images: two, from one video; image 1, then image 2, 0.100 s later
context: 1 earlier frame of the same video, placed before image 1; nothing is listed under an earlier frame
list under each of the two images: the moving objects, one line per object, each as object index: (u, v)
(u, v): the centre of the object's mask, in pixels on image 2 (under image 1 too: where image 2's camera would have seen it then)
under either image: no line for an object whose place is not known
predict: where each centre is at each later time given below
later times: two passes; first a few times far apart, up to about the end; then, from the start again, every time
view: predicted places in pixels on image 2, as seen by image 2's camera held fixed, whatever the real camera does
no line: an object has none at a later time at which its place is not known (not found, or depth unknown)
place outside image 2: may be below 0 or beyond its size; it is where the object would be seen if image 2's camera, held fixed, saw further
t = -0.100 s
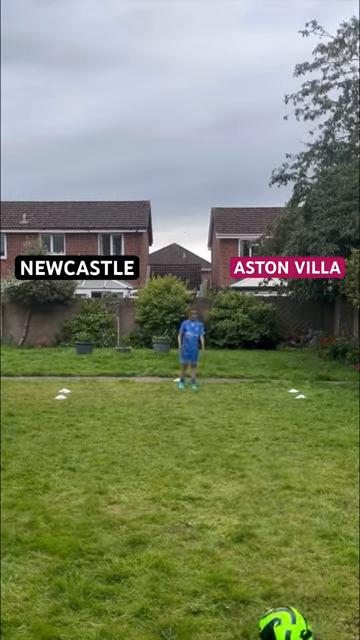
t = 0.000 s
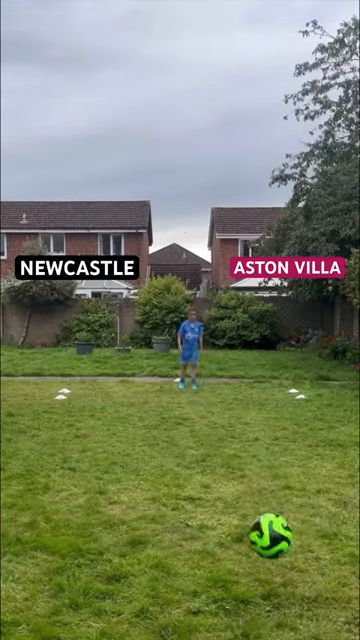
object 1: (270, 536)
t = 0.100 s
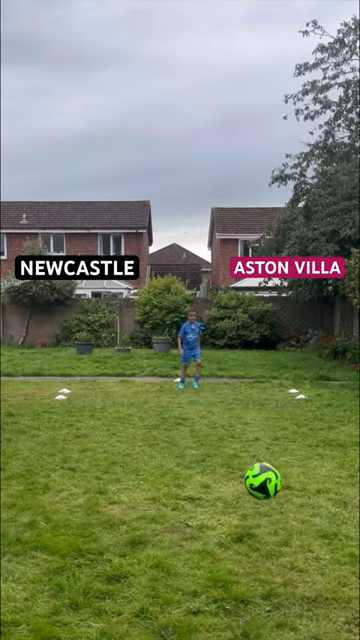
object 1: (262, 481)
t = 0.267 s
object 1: (254, 454)
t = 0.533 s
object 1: (245, 424)
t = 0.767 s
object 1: (240, 417)
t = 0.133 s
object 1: (261, 471)
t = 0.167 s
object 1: (259, 463)
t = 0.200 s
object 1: (256, 457)
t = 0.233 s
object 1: (256, 455)
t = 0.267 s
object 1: (254, 454)
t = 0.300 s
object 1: (253, 454)
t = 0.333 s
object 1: (252, 457)
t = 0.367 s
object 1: (251, 459)
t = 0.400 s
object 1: (250, 459)
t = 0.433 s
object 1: (249, 448)
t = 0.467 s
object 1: (247, 437)
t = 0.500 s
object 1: (246, 430)
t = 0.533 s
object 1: (245, 424)
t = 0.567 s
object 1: (244, 419)
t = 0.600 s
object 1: (243, 415)
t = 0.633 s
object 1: (242, 414)
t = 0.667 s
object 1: (242, 413)
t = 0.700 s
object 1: (241, 413)
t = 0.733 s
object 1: (240, 415)
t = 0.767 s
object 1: (240, 417)
